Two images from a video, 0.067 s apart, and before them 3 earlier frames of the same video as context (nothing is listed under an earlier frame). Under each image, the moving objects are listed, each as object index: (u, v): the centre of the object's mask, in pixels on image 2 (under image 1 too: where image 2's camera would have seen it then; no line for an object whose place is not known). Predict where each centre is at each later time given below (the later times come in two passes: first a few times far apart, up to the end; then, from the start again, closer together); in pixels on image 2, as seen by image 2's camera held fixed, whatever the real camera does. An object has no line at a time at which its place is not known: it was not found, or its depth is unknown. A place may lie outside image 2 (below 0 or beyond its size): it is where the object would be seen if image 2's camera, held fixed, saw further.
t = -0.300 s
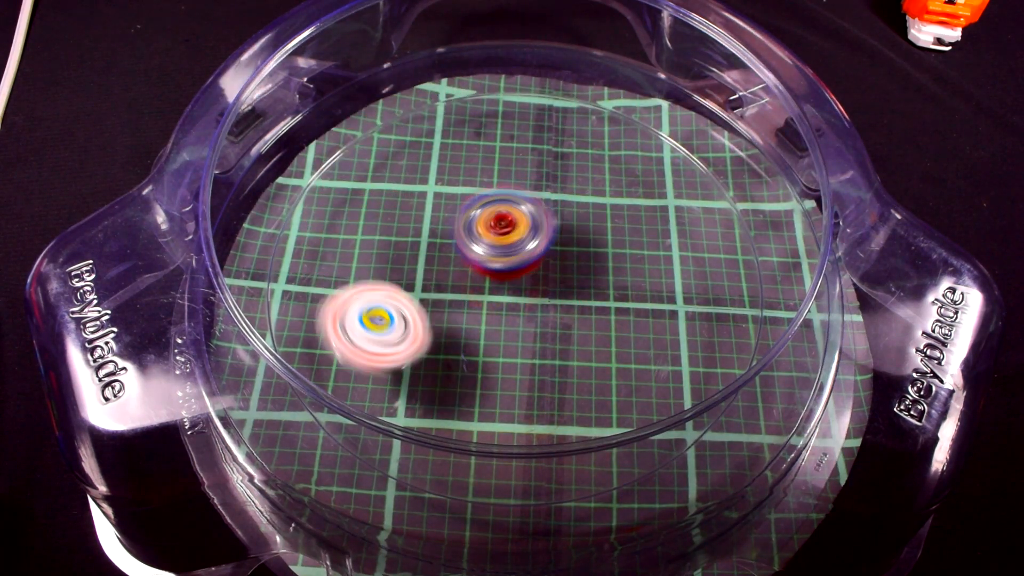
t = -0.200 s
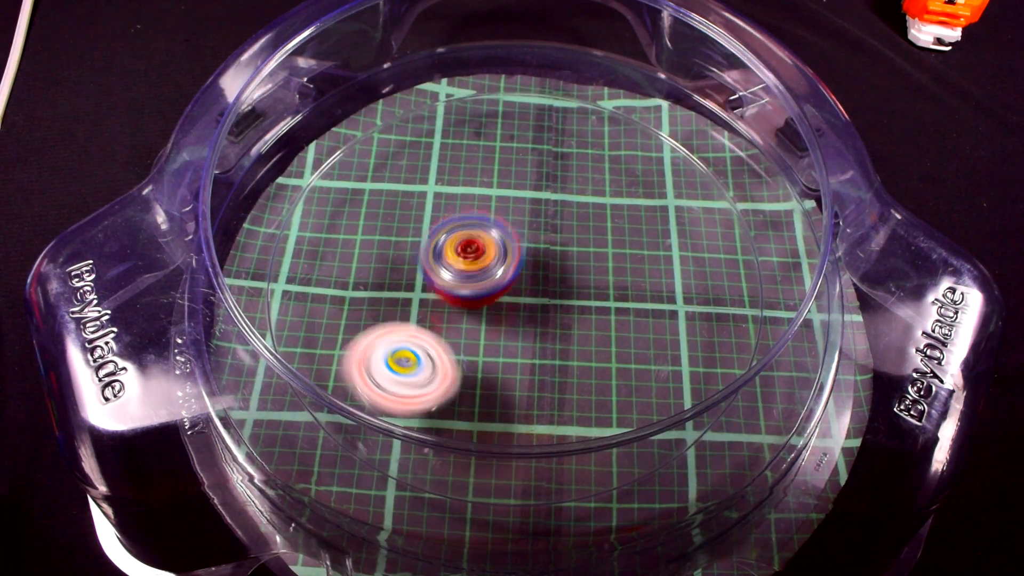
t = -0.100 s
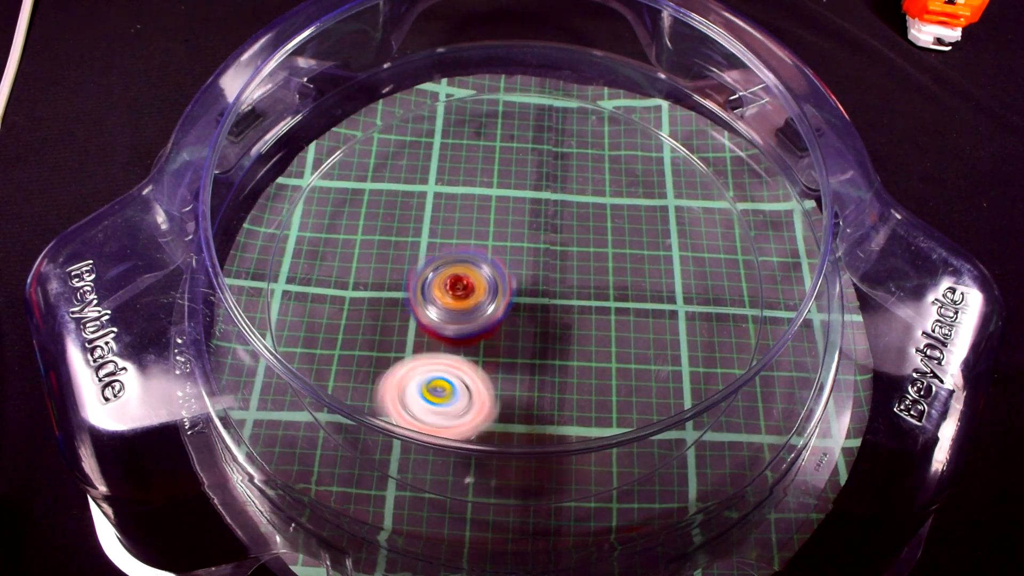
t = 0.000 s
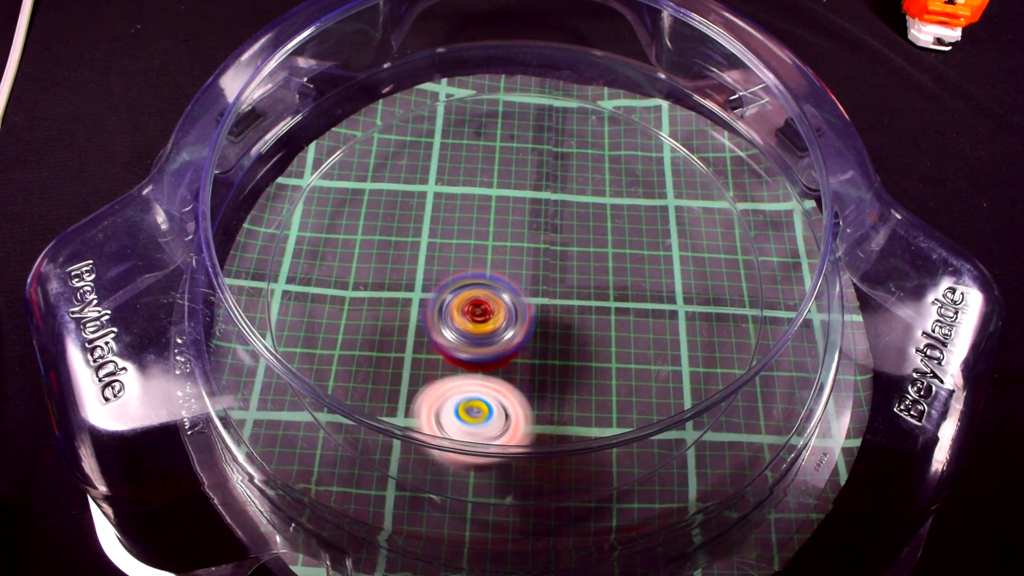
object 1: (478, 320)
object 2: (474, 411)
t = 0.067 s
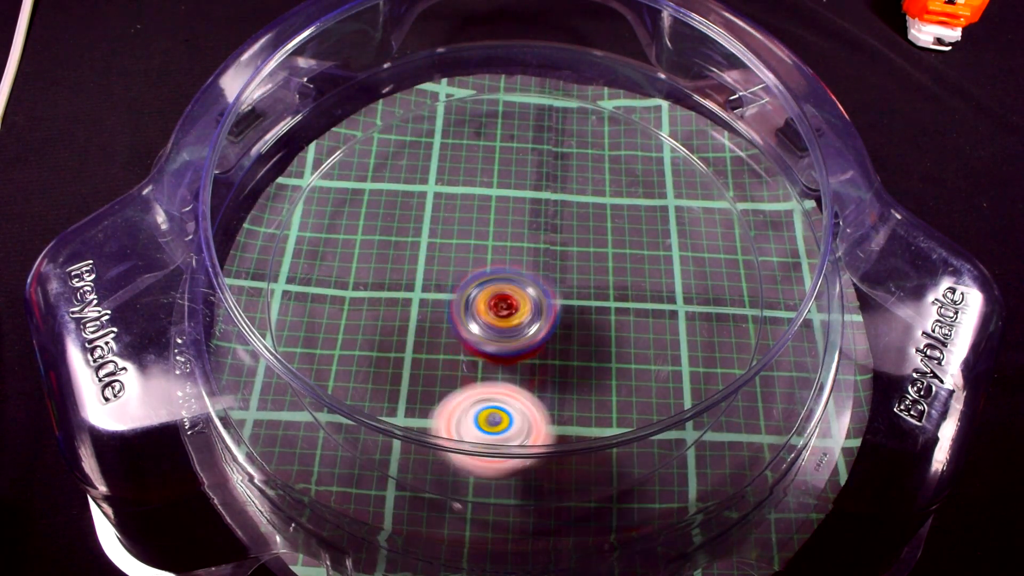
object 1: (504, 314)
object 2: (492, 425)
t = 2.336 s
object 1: (638, 233)
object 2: (532, 276)
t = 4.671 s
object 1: (540, 260)
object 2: (474, 391)
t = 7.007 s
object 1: (578, 249)
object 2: (479, 336)
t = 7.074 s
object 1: (599, 258)
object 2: (471, 337)
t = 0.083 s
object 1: (511, 310)
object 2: (498, 427)
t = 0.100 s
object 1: (516, 306)
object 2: (501, 428)
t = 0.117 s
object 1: (521, 302)
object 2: (506, 426)
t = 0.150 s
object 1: (529, 291)
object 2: (514, 415)
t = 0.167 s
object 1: (532, 285)
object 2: (519, 412)
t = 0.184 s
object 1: (534, 279)
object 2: (524, 411)
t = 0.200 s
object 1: (536, 273)
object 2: (526, 407)
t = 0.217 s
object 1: (536, 267)
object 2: (531, 403)
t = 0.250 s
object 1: (535, 255)
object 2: (542, 390)
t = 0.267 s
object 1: (533, 250)
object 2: (546, 382)
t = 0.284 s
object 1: (532, 243)
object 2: (553, 376)
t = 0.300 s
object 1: (530, 238)
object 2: (560, 367)
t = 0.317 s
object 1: (527, 233)
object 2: (565, 359)
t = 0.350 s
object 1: (520, 223)
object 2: (576, 345)
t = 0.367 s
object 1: (516, 218)
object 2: (581, 337)
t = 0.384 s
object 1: (510, 215)
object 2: (585, 330)
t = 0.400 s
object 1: (505, 211)
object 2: (590, 323)
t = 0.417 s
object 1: (500, 208)
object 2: (594, 315)
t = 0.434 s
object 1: (493, 205)
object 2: (597, 308)
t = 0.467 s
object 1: (482, 203)
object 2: (605, 293)
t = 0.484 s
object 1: (475, 203)
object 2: (607, 286)
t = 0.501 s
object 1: (470, 204)
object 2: (610, 280)
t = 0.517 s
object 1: (464, 205)
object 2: (614, 271)
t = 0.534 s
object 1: (458, 207)
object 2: (615, 263)
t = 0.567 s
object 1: (449, 213)
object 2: (619, 250)
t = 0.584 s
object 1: (445, 218)
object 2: (619, 242)
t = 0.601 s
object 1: (442, 223)
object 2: (620, 235)
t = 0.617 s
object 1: (440, 229)
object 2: (621, 228)
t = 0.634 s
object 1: (439, 235)
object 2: (622, 220)
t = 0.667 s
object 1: (441, 247)
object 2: (622, 206)
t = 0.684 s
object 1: (444, 253)
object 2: (622, 198)
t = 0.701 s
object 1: (447, 259)
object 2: (621, 192)
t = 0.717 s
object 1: (451, 264)
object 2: (621, 186)
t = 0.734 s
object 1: (457, 269)
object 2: (621, 179)
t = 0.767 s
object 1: (469, 278)
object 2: (620, 168)
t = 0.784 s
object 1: (476, 281)
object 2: (619, 162)
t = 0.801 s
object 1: (482, 284)
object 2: (618, 158)
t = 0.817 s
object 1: (490, 287)
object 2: (617, 154)
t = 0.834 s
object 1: (497, 288)
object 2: (616, 152)
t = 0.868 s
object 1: (513, 290)
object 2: (612, 149)
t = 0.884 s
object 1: (520, 291)
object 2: (610, 148)
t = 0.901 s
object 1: (528, 291)
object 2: (607, 148)
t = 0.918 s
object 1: (535, 290)
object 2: (602, 149)
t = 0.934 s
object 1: (542, 289)
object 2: (599, 150)
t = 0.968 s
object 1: (556, 285)
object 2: (590, 153)
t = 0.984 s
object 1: (562, 283)
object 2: (584, 156)
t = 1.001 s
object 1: (569, 280)
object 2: (579, 159)
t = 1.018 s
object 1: (575, 277)
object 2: (571, 162)
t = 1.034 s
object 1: (580, 272)
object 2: (564, 165)
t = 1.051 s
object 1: (586, 268)
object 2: (556, 168)
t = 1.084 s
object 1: (593, 259)
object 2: (542, 174)
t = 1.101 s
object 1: (597, 253)
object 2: (534, 177)
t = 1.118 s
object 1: (599, 249)
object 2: (526, 180)
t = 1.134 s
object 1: (600, 244)
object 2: (519, 182)
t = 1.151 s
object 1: (600, 238)
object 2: (511, 185)
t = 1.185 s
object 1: (600, 229)
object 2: (496, 192)
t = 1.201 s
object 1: (599, 224)
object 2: (490, 195)
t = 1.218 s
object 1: (596, 219)
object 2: (482, 199)
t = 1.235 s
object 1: (593, 215)
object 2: (475, 203)
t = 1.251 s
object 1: (589, 211)
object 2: (469, 205)
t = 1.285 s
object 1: (578, 204)
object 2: (454, 213)
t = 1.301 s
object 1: (572, 202)
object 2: (448, 217)
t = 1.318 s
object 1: (566, 201)
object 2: (441, 220)
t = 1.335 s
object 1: (559, 200)
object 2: (433, 225)
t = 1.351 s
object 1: (552, 200)
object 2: (428, 229)
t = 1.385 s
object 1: (539, 201)
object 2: (414, 236)
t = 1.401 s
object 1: (532, 203)
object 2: (408, 241)
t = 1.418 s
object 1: (526, 206)
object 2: (403, 245)
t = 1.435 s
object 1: (519, 209)
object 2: (397, 248)
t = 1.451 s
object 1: (513, 212)
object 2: (391, 253)
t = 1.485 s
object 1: (502, 220)
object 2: (382, 260)
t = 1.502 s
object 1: (498, 225)
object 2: (377, 263)
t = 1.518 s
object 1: (493, 230)
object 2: (373, 267)
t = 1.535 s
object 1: (489, 235)
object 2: (370, 270)
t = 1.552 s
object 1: (486, 240)
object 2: (366, 274)
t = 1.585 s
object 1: (480, 251)
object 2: (362, 279)
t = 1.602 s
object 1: (478, 256)
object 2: (361, 280)
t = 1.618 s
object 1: (476, 262)
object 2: (362, 281)
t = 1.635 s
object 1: (475, 269)
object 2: (363, 282)
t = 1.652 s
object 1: (474, 275)
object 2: (364, 284)
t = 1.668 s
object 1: (476, 280)
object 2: (363, 284)
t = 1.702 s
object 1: (481, 292)
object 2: (363, 285)
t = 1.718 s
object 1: (484, 298)
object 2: (364, 285)
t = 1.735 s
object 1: (488, 303)
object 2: (365, 285)
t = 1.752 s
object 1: (492, 308)
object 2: (369, 286)
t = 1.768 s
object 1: (496, 313)
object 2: (373, 285)
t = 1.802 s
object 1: (507, 322)
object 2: (383, 285)
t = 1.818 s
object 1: (512, 325)
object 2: (391, 286)
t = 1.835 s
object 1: (518, 329)
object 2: (399, 287)
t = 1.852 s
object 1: (525, 332)
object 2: (407, 288)
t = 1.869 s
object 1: (530, 334)
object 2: (416, 290)
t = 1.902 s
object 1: (544, 337)
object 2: (434, 293)
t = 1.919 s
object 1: (551, 338)
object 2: (442, 295)
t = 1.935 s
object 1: (558, 338)
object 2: (450, 297)
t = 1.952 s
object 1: (566, 337)
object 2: (459, 299)
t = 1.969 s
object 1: (572, 336)
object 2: (468, 301)
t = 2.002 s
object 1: (592, 332)
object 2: (474, 303)
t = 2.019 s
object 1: (604, 329)
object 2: (476, 303)
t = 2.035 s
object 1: (615, 326)
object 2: (476, 302)
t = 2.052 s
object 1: (622, 322)
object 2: (478, 303)
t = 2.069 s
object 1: (629, 318)
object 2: (481, 301)
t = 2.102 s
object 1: (639, 309)
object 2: (484, 299)
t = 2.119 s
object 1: (644, 304)
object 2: (487, 298)
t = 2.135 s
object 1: (649, 300)
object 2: (489, 296)
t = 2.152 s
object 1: (652, 294)
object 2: (493, 295)
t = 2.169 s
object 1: (654, 288)
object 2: (496, 293)
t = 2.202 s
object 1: (657, 277)
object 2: (502, 292)
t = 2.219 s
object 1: (657, 271)
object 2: (506, 289)
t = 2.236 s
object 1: (657, 265)
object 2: (509, 287)
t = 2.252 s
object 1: (655, 259)
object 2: (512, 286)
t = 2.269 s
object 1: (654, 253)
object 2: (516, 284)
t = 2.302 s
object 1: (647, 244)
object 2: (523, 280)
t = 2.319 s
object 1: (644, 238)
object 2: (527, 279)
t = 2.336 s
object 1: (638, 233)
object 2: (532, 276)
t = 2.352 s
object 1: (634, 229)
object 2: (537, 274)
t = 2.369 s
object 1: (628, 224)
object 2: (541, 273)
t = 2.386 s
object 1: (624, 220)
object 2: (544, 272)
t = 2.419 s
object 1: (636, 209)
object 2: (517, 274)
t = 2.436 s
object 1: (644, 204)
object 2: (499, 274)
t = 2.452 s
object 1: (649, 199)
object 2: (484, 274)
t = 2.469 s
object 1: (654, 195)
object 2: (471, 274)
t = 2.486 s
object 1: (656, 191)
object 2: (461, 273)
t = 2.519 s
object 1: (657, 184)
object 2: (442, 271)
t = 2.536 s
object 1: (656, 180)
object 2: (436, 269)
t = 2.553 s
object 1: (656, 177)
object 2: (428, 266)
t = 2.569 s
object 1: (653, 173)
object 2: (418, 265)
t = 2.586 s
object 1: (652, 170)
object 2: (410, 264)
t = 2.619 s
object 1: (646, 164)
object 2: (393, 259)
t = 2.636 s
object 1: (642, 160)
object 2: (384, 257)
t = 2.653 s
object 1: (639, 157)
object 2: (378, 254)
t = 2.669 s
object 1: (632, 155)
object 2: (369, 250)
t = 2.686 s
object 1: (627, 154)
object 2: (362, 248)
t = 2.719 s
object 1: (613, 153)
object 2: (351, 240)
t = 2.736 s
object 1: (609, 153)
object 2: (347, 237)
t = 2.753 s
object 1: (602, 154)
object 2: (344, 234)
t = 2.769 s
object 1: (595, 156)
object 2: (344, 230)
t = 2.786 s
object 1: (590, 158)
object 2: (342, 227)
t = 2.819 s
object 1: (576, 164)
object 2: (346, 223)
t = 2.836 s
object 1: (570, 167)
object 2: (349, 221)
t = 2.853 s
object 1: (564, 170)
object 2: (352, 219)
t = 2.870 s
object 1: (558, 174)
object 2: (356, 219)
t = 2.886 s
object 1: (553, 177)
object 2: (364, 217)
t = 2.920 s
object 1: (542, 185)
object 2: (377, 218)
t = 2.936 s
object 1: (536, 189)
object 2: (386, 219)
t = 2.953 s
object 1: (531, 193)
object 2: (396, 220)
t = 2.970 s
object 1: (526, 197)
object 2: (404, 223)
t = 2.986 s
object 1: (521, 200)
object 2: (412, 226)
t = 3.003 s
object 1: (516, 204)
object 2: (421, 229)
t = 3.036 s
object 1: (538, 205)
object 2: (410, 235)
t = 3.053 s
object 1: (548, 206)
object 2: (405, 240)
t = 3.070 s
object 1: (558, 208)
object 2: (404, 244)
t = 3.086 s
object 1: (569, 211)
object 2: (406, 248)
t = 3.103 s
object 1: (576, 214)
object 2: (408, 253)
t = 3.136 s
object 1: (586, 219)
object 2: (415, 262)
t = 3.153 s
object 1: (591, 221)
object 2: (418, 267)
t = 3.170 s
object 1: (593, 223)
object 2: (422, 273)
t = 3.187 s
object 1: (595, 225)
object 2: (427, 278)
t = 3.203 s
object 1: (596, 227)
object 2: (431, 283)
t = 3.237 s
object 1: (597, 231)
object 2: (440, 294)
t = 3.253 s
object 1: (598, 233)
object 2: (446, 300)
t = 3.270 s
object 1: (598, 235)
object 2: (451, 305)
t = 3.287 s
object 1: (598, 237)
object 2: (456, 310)
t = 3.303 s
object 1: (598, 240)
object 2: (461, 316)
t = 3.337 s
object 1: (596, 244)
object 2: (473, 327)
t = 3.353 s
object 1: (596, 247)
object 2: (477, 331)
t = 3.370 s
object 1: (595, 250)
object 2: (482, 336)
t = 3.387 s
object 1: (594, 253)
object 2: (487, 341)
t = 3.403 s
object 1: (593, 257)
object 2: (493, 346)
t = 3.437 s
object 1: (590, 264)
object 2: (503, 354)
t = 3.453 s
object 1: (588, 267)
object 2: (508, 359)
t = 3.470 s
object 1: (587, 271)
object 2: (512, 362)
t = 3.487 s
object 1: (585, 275)
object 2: (516, 365)
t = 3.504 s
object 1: (582, 279)
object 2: (520, 367)
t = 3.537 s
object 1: (578, 286)
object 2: (527, 370)
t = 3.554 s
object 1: (576, 288)
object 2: (530, 371)
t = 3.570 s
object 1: (575, 289)
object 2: (533, 374)
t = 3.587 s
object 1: (575, 288)
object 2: (533, 378)
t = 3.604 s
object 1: (576, 284)
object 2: (531, 384)
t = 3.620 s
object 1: (576, 281)
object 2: (529, 389)
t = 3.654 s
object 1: (575, 275)
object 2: (524, 397)
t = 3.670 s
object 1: (573, 271)
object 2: (520, 399)
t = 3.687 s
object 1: (572, 269)
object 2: (515, 400)
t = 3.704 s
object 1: (569, 265)
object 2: (511, 400)
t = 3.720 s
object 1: (568, 263)
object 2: (509, 399)
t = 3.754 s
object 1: (561, 257)
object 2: (503, 394)
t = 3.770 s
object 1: (559, 255)
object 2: (501, 391)
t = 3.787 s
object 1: (554, 252)
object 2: (499, 386)
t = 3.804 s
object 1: (551, 250)
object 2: (497, 379)
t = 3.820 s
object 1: (547, 248)
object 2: (495, 374)
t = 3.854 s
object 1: (539, 245)
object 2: (497, 362)
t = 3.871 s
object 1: (535, 243)
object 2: (497, 354)
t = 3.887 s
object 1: (530, 242)
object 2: (498, 348)
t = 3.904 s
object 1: (525, 242)
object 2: (499, 341)
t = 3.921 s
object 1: (521, 240)
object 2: (499, 336)
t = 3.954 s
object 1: (511, 238)
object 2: (501, 325)
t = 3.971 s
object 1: (510, 233)
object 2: (498, 337)
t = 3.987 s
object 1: (512, 215)
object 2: (495, 352)
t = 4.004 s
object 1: (512, 200)
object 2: (485, 368)
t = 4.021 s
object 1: (512, 186)
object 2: (481, 380)
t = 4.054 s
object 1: (510, 160)
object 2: (474, 395)
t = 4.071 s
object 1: (510, 149)
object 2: (474, 399)
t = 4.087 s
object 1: (508, 141)
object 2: (473, 401)
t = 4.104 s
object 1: (506, 133)
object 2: (471, 403)
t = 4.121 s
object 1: (503, 126)
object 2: (469, 404)
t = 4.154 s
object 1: (497, 112)
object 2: (468, 407)
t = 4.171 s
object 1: (493, 108)
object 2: (468, 408)
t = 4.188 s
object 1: (489, 105)
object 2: (470, 410)
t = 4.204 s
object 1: (485, 102)
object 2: (473, 411)
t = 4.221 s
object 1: (480, 100)
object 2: (477, 413)
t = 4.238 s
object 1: (476, 98)
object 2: (481, 415)
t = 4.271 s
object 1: (467, 98)
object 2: (485, 427)
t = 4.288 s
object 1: (462, 98)
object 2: (490, 426)
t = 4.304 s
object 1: (456, 99)
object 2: (494, 418)
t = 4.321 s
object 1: (451, 102)
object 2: (497, 416)
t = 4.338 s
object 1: (446, 106)
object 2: (500, 414)
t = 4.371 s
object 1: (435, 120)
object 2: (508, 411)
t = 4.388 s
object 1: (431, 128)
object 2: (512, 408)
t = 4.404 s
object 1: (430, 138)
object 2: (515, 404)
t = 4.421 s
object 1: (430, 148)
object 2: (517, 400)
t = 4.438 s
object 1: (431, 159)
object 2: (519, 395)
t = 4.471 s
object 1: (435, 182)
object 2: (522, 384)
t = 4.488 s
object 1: (440, 193)
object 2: (521, 380)
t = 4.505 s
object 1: (445, 205)
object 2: (520, 376)
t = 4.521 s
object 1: (452, 215)
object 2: (518, 371)
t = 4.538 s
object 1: (460, 227)
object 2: (517, 368)
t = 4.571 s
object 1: (474, 248)
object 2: (512, 362)
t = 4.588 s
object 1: (484, 257)
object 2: (510, 360)
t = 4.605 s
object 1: (492, 263)
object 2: (507, 358)
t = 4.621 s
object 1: (501, 269)
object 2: (505, 358)
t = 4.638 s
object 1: (518, 271)
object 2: (497, 358)
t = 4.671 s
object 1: (540, 260)
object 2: (474, 391)
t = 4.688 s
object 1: (555, 250)
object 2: (469, 402)
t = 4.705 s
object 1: (564, 244)
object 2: (460, 421)
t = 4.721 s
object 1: (576, 236)
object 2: (454, 430)
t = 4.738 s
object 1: (584, 230)
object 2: (447, 437)
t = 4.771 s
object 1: (602, 219)
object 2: (439, 437)
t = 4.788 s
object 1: (609, 214)
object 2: (435, 437)
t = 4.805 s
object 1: (616, 210)
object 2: (430, 447)
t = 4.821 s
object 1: (622, 207)
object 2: (429, 448)
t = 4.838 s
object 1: (626, 205)
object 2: (429, 447)
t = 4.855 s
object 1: (628, 204)
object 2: (430, 448)
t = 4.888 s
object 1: (631, 203)
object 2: (441, 437)
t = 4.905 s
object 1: (633, 203)
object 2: (443, 434)
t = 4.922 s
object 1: (632, 203)
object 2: (442, 429)
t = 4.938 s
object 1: (633, 205)
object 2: (441, 423)
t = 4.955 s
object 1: (631, 205)
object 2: (439, 412)
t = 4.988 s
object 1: (628, 210)
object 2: (443, 410)
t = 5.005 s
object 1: (626, 212)
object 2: (443, 406)
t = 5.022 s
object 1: (622, 214)
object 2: (444, 402)
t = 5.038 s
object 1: (621, 218)
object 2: (446, 398)
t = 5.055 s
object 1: (616, 221)
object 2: (449, 395)
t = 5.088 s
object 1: (609, 229)
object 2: (457, 388)
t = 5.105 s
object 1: (603, 234)
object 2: (461, 385)
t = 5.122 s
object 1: (598, 240)
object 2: (466, 382)
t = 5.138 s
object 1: (593, 246)
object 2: (469, 381)
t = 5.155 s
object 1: (589, 253)
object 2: (474, 380)
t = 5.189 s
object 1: (581, 267)
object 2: (483, 379)
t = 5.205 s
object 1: (578, 274)
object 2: (486, 379)
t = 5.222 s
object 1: (574, 281)
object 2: (489, 378)
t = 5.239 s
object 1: (571, 288)
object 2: (492, 379)
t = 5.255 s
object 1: (569, 295)
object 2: (494, 379)
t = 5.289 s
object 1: (563, 309)
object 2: (495, 381)
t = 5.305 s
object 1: (562, 315)
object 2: (496, 381)
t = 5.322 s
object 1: (558, 323)
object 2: (496, 381)
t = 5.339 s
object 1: (557, 329)
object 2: (495, 381)
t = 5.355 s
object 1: (558, 332)
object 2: (488, 381)
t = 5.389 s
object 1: (576, 336)
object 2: (469, 383)
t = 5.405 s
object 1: (583, 337)
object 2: (463, 382)
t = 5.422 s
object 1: (589, 337)
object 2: (457, 380)
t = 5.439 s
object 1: (593, 335)
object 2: (453, 378)
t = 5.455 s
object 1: (598, 332)
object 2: (450, 374)
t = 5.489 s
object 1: (606, 326)
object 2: (447, 367)
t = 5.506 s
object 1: (607, 322)
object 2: (447, 365)
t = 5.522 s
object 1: (609, 318)
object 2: (449, 364)
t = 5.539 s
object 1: (608, 314)
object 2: (451, 363)
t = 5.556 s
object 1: (607, 310)
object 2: (454, 362)
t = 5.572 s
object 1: (606, 305)
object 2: (457, 361)
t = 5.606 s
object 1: (600, 295)
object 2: (462, 362)
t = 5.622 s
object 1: (597, 291)
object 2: (465, 363)
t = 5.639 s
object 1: (591, 286)
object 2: (468, 364)
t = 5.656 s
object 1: (585, 282)
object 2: (470, 365)
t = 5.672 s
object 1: (579, 278)
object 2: (472, 365)
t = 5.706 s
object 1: (565, 270)
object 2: (475, 366)
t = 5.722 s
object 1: (558, 266)
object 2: (475, 367)
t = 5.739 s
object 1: (549, 263)
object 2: (476, 367)
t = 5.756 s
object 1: (542, 262)
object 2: (476, 367)
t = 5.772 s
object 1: (536, 259)
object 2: (476, 367)
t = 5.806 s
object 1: (520, 256)
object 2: (475, 366)
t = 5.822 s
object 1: (512, 255)
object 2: (474, 366)
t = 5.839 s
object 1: (504, 254)
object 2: (473, 365)
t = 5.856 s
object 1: (497, 253)
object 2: (472, 365)
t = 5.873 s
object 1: (489, 252)
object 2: (471, 364)
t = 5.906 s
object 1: (473, 251)
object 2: (469, 363)
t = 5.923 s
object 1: (466, 251)
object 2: (468, 363)
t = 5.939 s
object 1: (459, 252)
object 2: (467, 362)
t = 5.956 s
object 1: (451, 252)
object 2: (465, 362)
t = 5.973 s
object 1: (443, 254)
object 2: (464, 361)
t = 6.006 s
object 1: (432, 259)
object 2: (461, 360)
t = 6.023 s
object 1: (427, 261)
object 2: (460, 360)
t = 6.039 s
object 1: (421, 265)
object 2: (459, 360)
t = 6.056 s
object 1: (417, 269)
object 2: (458, 359)
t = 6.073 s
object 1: (415, 275)
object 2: (456, 359)
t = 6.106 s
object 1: (415, 284)
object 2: (454, 359)
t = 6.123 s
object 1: (417, 287)
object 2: (451, 360)
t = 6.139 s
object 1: (419, 284)
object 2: (451, 366)
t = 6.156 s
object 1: (422, 281)
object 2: (450, 371)
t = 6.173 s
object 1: (423, 276)
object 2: (447, 376)
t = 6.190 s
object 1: (426, 272)
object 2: (443, 381)
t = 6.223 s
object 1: (432, 264)
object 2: (436, 386)
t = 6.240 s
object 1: (435, 259)
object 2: (436, 387)
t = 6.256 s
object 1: (438, 254)
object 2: (436, 387)
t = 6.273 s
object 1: (440, 250)
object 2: (436, 387)
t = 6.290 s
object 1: (443, 245)
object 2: (436, 387)
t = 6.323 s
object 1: (449, 236)
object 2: (436, 384)
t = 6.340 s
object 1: (451, 231)
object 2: (435, 383)
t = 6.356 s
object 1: (455, 227)
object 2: (435, 379)
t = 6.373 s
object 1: (458, 223)
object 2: (436, 377)
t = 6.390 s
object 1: (459, 219)
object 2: (437, 374)
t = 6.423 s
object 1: (465, 209)
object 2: (441, 367)
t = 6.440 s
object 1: (467, 205)
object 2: (444, 364)
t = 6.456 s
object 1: (470, 201)
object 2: (448, 361)
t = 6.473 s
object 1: (472, 197)
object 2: (453, 357)
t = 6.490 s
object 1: (473, 193)
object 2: (459, 355)
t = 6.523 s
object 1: (477, 188)
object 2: (472, 351)
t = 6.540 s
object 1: (477, 186)
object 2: (481, 349)
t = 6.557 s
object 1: (479, 184)
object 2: (488, 348)
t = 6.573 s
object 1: (480, 184)
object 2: (494, 347)
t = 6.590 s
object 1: (481, 184)
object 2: (500, 347)
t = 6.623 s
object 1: (485, 184)
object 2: (509, 349)
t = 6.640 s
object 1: (485, 185)
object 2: (511, 350)
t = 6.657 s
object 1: (488, 186)
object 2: (513, 351)
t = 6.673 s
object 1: (491, 188)
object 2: (514, 352)
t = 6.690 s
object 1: (492, 190)
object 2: (514, 353)
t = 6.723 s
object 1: (497, 193)
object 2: (514, 353)
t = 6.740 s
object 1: (500, 198)
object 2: (514, 353)
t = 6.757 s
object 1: (505, 200)
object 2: (514, 352)
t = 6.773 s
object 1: (508, 203)
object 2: (513, 351)
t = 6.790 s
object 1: (513, 207)
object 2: (512, 349)
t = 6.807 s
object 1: (518, 212)
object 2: (511, 348)
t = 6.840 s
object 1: (528, 219)
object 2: (508, 344)
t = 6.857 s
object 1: (533, 222)
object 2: (506, 343)
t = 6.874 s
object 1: (537, 224)
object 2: (503, 341)
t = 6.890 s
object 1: (542, 228)
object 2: (501, 340)
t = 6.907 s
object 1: (548, 231)
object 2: (499, 339)
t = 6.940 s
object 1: (557, 237)
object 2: (493, 337)
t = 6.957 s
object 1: (563, 240)
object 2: (489, 336)
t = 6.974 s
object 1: (568, 243)
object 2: (486, 336)
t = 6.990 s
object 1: (573, 246)
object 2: (482, 336)
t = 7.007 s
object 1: (578, 249)
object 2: (479, 336)
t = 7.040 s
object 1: (589, 254)
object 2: (474, 336)
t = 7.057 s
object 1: (593, 257)
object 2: (473, 336)
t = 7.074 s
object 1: (599, 258)
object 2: (471, 337)
